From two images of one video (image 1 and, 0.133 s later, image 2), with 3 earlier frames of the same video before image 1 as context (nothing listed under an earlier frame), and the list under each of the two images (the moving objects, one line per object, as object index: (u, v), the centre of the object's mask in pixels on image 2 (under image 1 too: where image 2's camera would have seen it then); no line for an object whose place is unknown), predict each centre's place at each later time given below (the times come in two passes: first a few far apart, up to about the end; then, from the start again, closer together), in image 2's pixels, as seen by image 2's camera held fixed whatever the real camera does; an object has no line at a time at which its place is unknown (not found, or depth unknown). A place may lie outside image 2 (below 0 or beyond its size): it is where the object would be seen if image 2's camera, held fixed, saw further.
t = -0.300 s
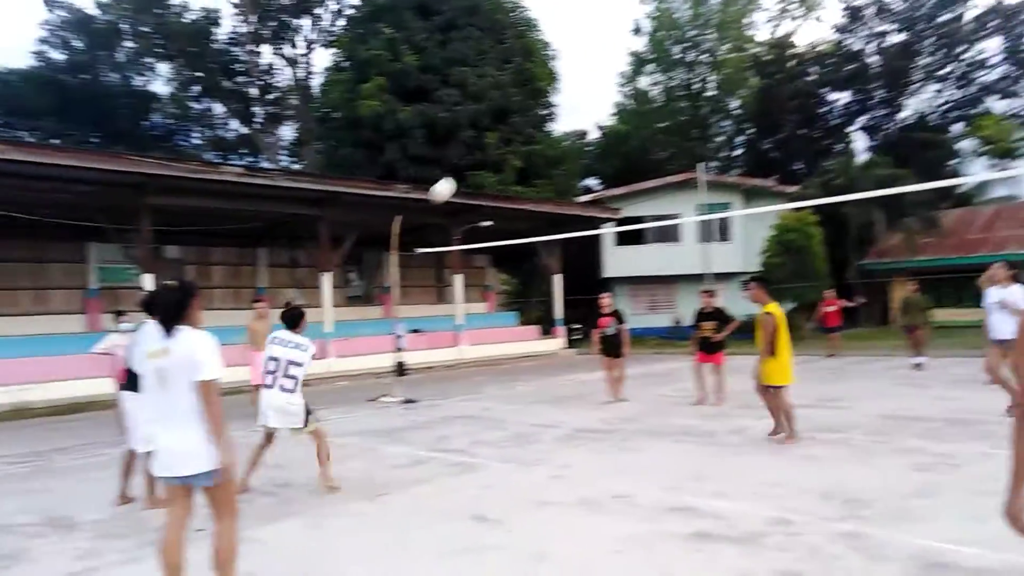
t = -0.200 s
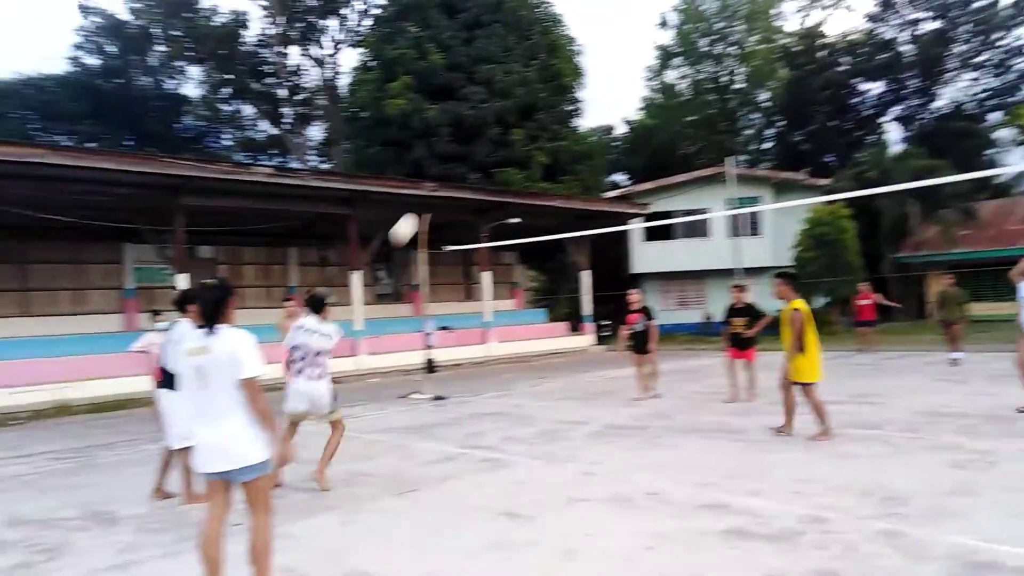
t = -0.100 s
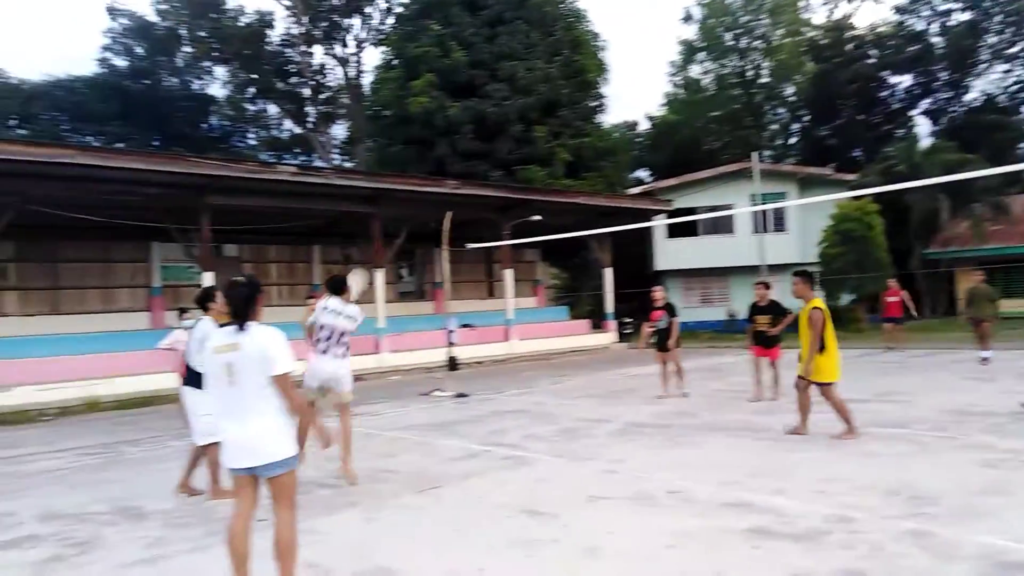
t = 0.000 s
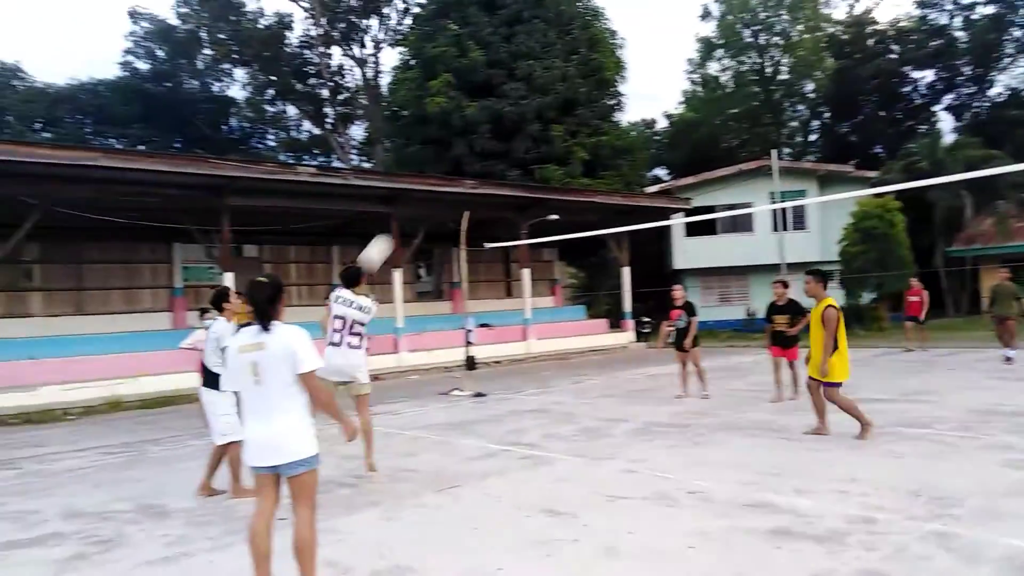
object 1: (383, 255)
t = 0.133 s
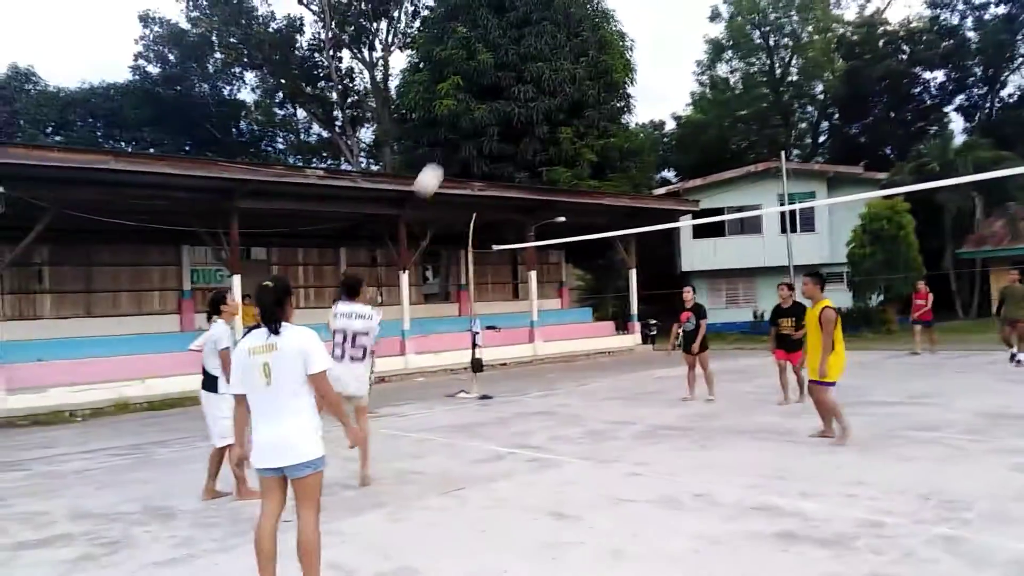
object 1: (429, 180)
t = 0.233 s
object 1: (461, 139)
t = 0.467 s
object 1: (535, 85)
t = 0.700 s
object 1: (606, 88)
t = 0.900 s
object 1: (656, 129)
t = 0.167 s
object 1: (439, 165)
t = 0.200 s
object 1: (450, 152)
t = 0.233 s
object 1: (461, 139)
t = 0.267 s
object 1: (472, 128)
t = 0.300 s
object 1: (484, 118)
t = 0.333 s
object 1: (495, 109)
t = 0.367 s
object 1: (505, 101)
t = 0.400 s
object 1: (516, 94)
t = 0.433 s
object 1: (526, 89)
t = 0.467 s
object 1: (535, 85)
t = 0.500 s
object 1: (546, 82)
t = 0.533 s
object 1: (556, 81)
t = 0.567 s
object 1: (566, 80)
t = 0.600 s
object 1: (576, 80)
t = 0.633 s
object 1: (586, 82)
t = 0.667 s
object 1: (596, 85)
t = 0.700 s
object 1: (606, 88)
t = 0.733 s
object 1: (616, 93)
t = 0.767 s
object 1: (624, 98)
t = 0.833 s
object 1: (644, 122)
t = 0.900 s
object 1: (656, 129)
